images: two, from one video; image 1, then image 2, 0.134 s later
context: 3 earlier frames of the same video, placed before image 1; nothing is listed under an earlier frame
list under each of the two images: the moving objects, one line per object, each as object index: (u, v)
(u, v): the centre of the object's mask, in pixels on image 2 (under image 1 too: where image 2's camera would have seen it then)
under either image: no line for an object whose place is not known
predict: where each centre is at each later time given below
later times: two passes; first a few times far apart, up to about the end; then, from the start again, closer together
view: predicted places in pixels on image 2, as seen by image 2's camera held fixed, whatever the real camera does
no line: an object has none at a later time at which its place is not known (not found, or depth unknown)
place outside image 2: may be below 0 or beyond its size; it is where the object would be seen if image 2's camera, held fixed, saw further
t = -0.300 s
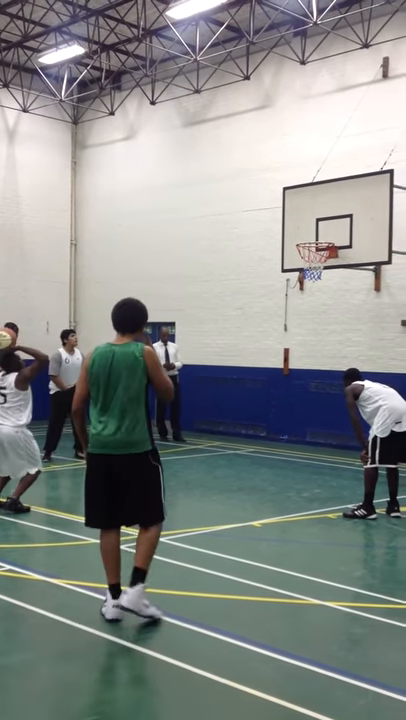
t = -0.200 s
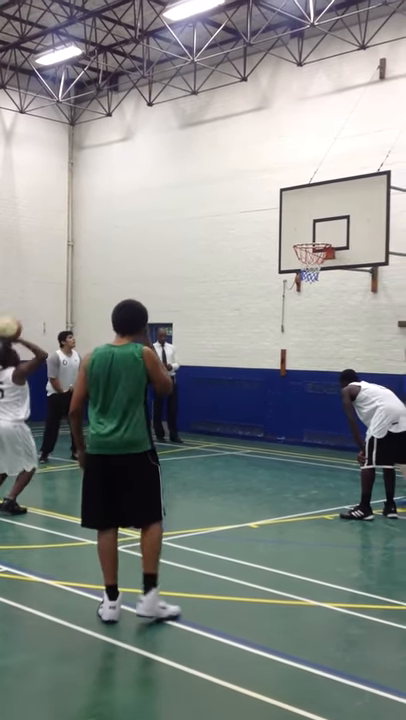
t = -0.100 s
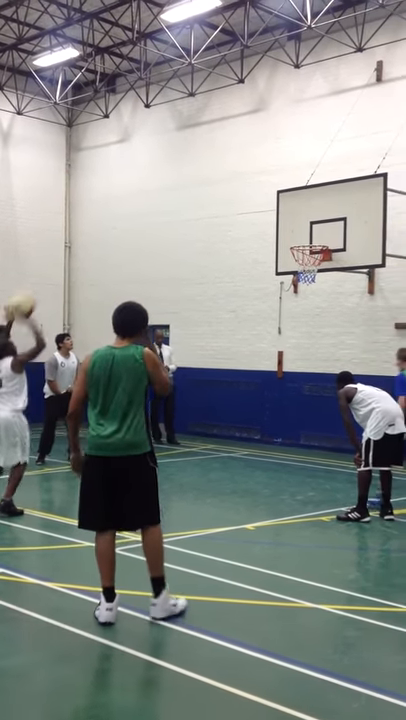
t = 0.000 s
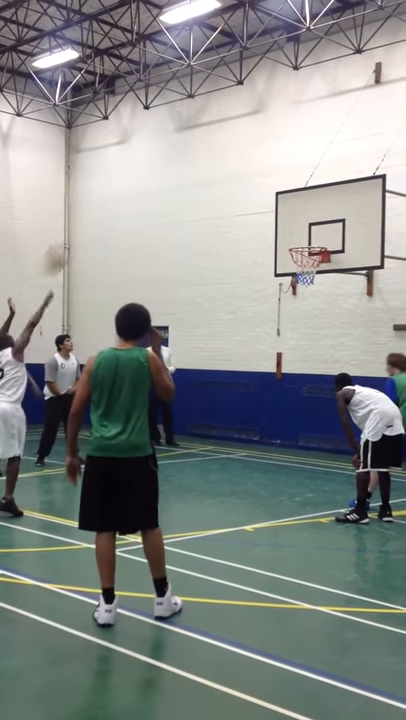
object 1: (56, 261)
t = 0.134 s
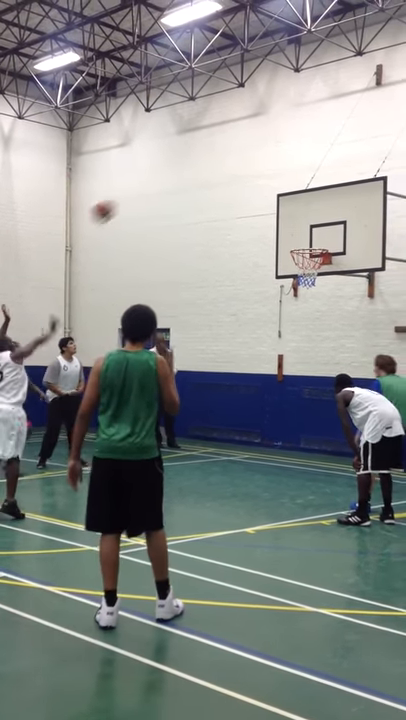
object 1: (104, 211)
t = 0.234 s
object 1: (136, 186)
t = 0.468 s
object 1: (202, 162)
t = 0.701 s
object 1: (260, 183)
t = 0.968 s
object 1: (311, 239)
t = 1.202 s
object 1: (322, 196)
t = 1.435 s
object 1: (321, 191)
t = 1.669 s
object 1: (321, 227)
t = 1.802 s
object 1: (328, 228)
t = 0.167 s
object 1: (115, 201)
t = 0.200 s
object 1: (126, 194)
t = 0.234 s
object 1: (136, 186)
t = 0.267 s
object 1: (146, 179)
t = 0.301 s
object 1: (156, 174)
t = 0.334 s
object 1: (165, 170)
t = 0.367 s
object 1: (175, 166)
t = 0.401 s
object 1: (184, 164)
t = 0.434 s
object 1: (193, 163)
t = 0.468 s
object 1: (202, 162)
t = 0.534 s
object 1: (220, 164)
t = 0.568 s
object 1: (228, 166)
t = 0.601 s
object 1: (236, 169)
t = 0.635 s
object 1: (244, 173)
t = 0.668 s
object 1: (252, 178)
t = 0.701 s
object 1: (260, 183)
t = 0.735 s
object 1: (266, 189)
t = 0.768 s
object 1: (273, 196)
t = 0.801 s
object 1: (281, 204)
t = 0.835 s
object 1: (289, 213)
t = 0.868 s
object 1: (294, 220)
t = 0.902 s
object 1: (300, 230)
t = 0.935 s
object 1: (306, 239)
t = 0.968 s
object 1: (311, 239)
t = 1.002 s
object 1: (314, 231)
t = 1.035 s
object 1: (316, 223)
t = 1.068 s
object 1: (321, 215)
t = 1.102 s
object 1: (322, 208)
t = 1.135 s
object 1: (321, 202)
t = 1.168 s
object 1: (322, 198)
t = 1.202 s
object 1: (322, 196)
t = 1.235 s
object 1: (321, 192)
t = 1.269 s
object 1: (321, 190)
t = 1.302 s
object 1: (321, 189)
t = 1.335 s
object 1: (321, 188)
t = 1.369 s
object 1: (321, 188)
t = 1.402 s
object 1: (322, 189)
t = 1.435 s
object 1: (321, 191)
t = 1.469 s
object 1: (321, 194)
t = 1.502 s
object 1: (322, 197)
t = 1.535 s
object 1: (322, 203)
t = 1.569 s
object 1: (321, 209)
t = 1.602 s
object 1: (321, 213)
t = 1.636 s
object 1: (320, 221)
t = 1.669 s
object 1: (321, 227)
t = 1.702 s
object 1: (321, 236)
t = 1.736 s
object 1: (324, 237)
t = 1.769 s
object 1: (326, 232)
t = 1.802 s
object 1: (328, 228)
